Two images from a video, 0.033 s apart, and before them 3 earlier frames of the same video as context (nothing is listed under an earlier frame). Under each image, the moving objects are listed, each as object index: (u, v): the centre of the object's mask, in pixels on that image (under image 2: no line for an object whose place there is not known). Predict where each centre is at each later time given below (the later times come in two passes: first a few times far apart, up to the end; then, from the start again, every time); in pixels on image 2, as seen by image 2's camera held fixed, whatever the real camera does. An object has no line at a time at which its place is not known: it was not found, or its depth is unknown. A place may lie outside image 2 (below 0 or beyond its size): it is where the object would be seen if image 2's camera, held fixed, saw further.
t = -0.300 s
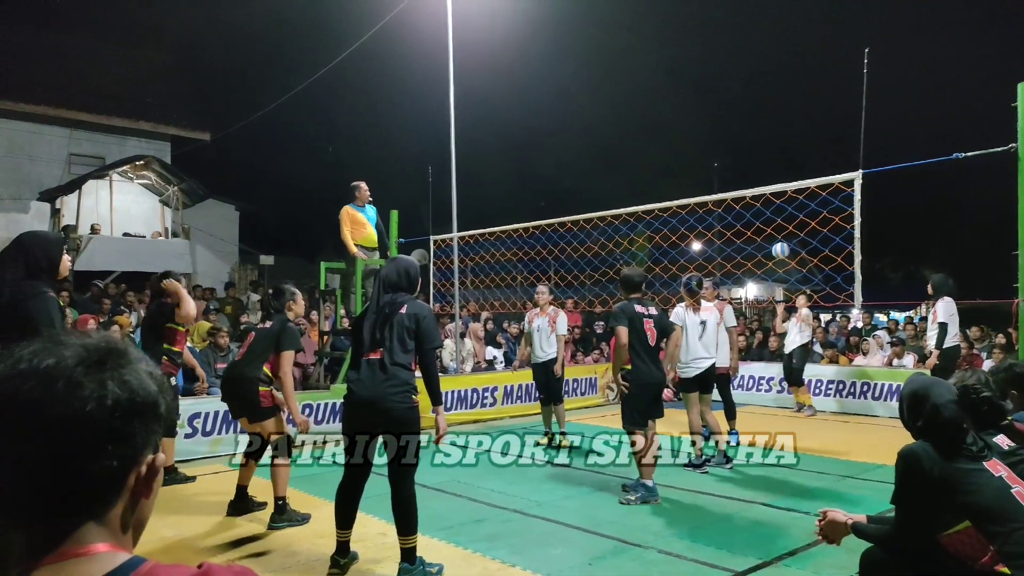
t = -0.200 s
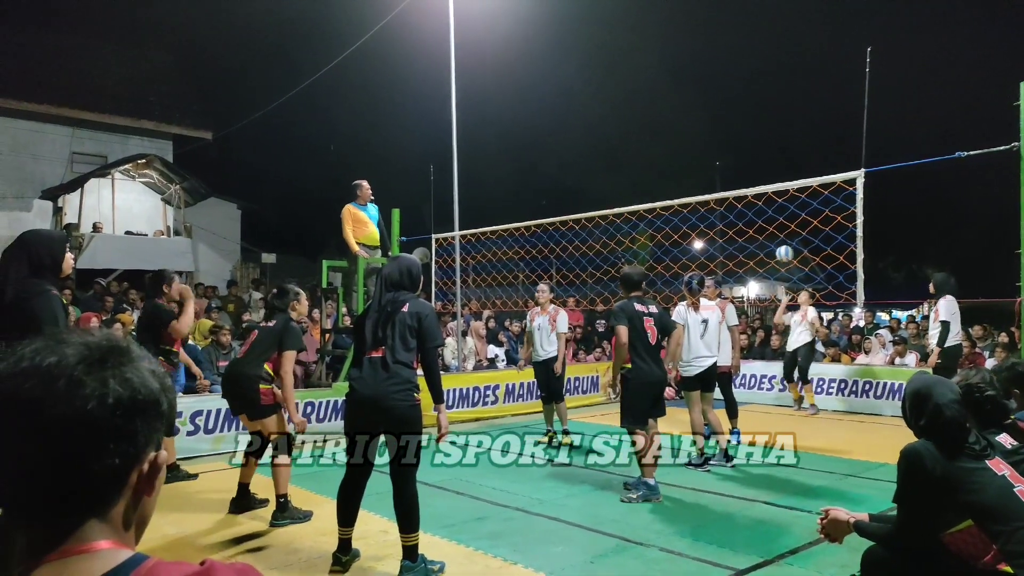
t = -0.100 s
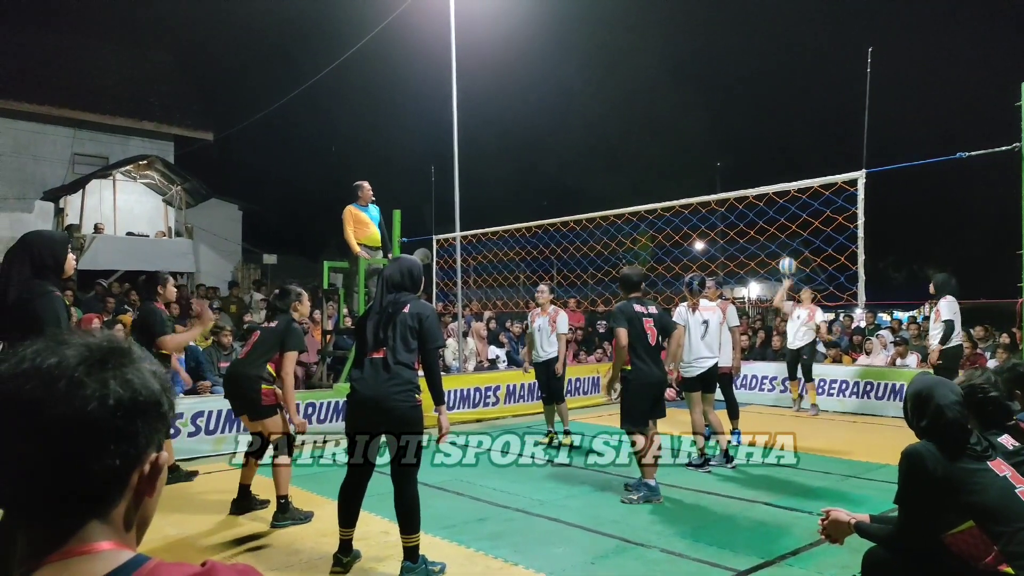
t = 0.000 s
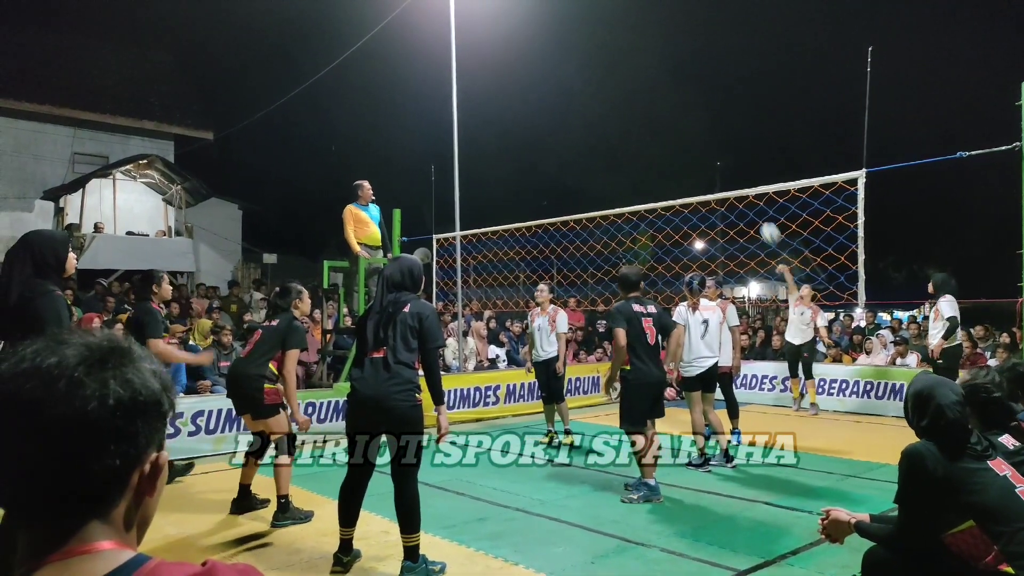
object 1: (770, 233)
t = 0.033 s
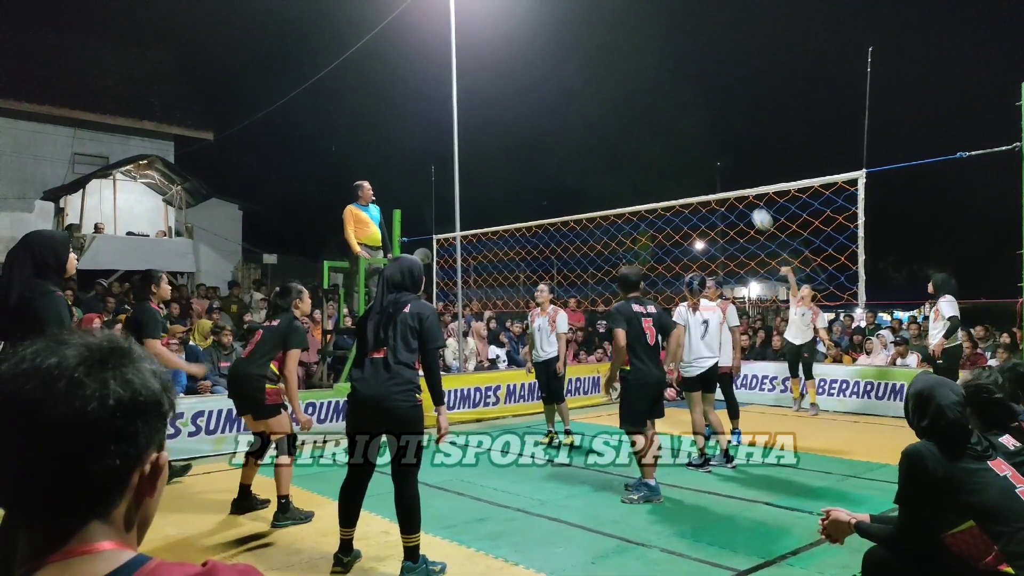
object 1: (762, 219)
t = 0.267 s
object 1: (696, 137)
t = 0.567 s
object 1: (594, 94)
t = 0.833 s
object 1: (480, 141)
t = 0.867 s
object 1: (464, 154)
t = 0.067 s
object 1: (753, 206)
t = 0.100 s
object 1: (744, 193)
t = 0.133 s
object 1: (734, 180)
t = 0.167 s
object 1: (725, 169)
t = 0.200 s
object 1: (715, 158)
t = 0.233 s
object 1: (706, 147)
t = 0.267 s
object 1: (696, 137)
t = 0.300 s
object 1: (686, 129)
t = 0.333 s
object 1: (676, 122)
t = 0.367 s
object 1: (665, 115)
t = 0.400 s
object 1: (655, 109)
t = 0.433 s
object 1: (643, 104)
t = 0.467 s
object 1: (632, 100)
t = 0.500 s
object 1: (619, 97)
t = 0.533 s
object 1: (607, 95)
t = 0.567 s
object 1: (594, 94)
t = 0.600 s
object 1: (580, 95)
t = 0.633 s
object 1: (567, 97)
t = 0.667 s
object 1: (553, 101)
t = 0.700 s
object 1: (539, 105)
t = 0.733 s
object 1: (525, 112)
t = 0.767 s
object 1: (511, 120)
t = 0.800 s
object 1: (496, 130)
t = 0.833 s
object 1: (480, 141)
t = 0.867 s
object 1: (464, 154)
